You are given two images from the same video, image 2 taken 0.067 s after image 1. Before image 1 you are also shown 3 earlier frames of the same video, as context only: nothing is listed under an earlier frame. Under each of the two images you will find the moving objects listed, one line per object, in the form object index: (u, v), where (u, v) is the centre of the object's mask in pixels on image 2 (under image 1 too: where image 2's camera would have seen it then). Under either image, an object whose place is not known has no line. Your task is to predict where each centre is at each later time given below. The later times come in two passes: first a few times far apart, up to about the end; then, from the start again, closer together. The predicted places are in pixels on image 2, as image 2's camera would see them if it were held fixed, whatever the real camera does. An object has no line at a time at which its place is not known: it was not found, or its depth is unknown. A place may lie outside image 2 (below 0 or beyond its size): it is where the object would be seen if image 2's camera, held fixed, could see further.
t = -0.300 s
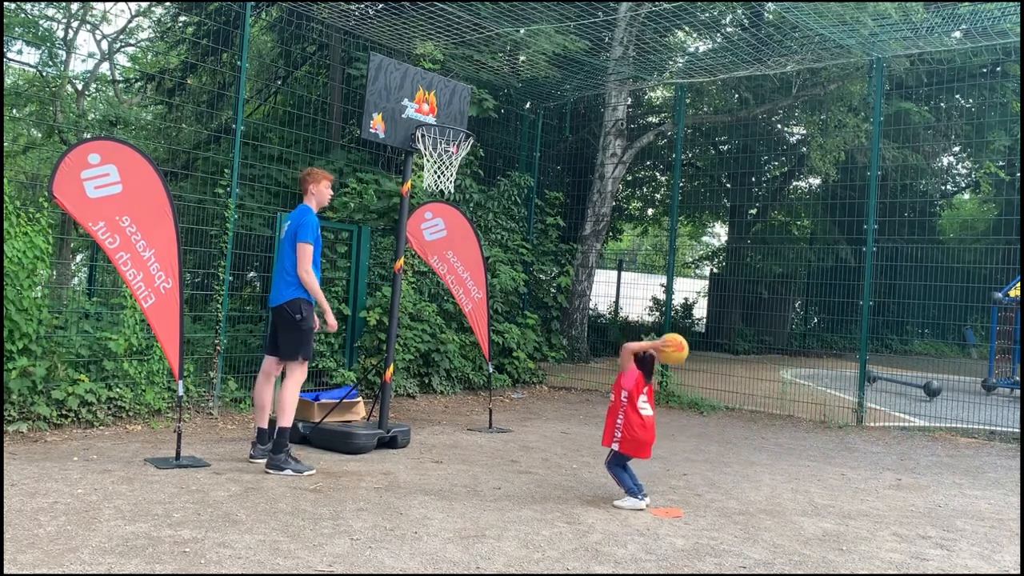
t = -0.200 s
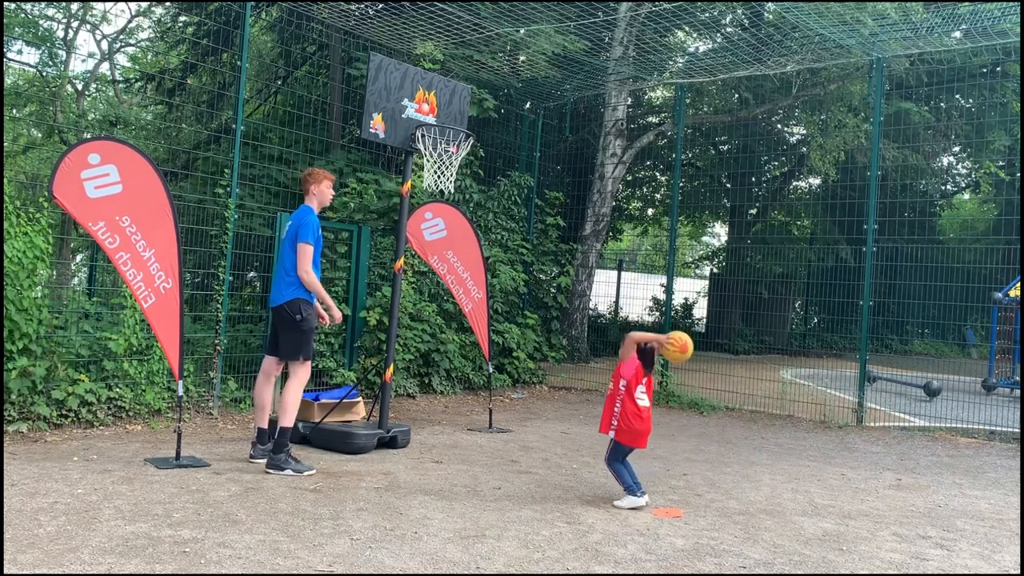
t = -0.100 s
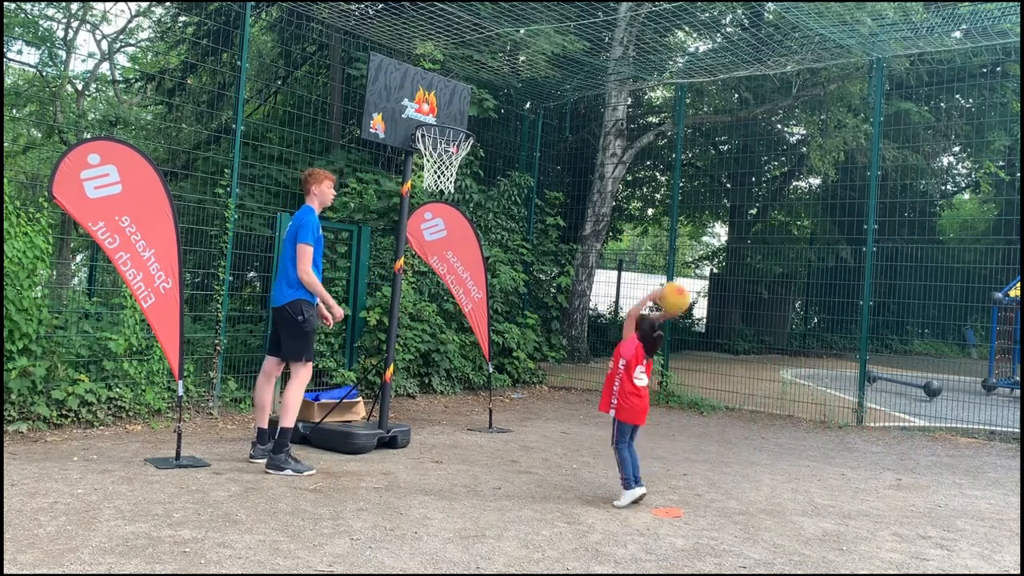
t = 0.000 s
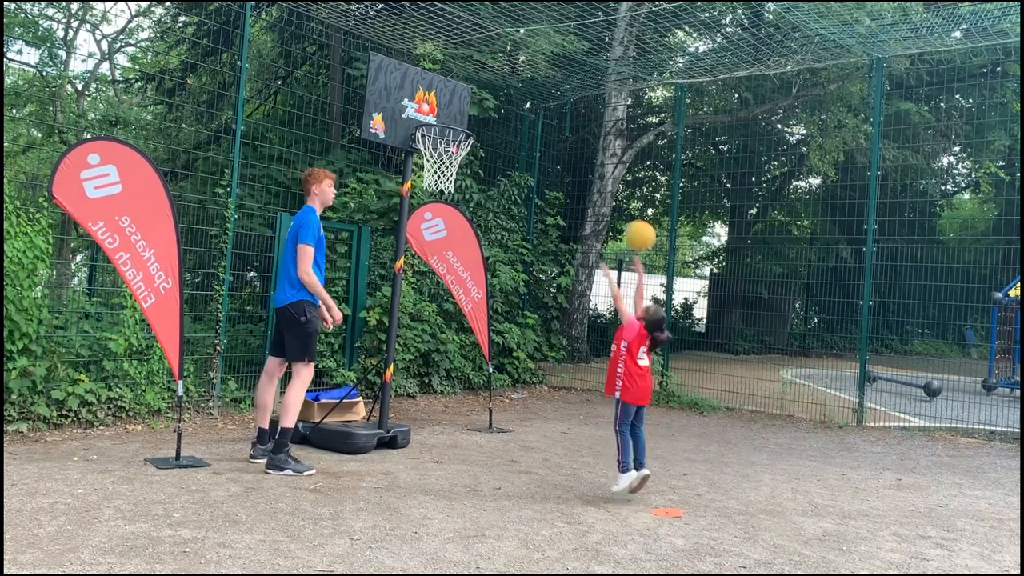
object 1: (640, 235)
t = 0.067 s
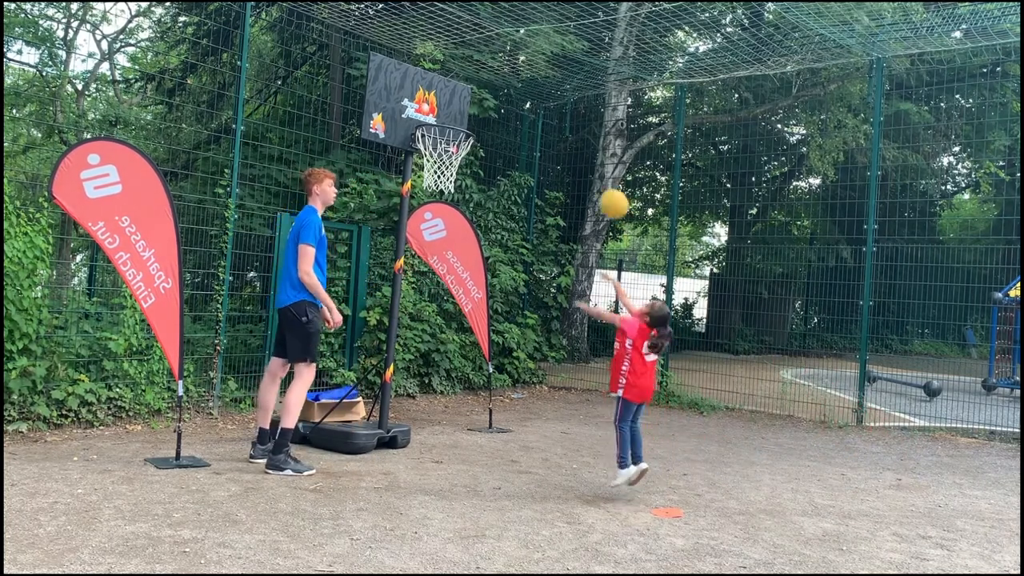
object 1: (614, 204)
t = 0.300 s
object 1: (531, 151)
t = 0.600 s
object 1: (487, 184)
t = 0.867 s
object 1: (541, 304)
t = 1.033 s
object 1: (572, 426)
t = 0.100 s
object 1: (601, 191)
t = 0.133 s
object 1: (589, 180)
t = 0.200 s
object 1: (565, 164)
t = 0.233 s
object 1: (553, 158)
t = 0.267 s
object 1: (542, 154)
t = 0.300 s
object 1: (531, 151)
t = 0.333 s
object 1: (520, 150)
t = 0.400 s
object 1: (499, 151)
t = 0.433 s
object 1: (489, 153)
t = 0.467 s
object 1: (479, 157)
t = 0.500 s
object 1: (471, 162)
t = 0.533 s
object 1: (472, 167)
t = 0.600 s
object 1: (487, 184)
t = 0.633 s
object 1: (494, 193)
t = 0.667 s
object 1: (500, 205)
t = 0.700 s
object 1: (508, 218)
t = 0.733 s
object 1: (515, 232)
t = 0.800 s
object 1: (528, 266)
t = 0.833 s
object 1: (534, 284)
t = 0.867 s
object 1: (541, 304)
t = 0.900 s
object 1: (547, 325)
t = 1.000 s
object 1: (566, 398)
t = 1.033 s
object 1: (572, 426)
